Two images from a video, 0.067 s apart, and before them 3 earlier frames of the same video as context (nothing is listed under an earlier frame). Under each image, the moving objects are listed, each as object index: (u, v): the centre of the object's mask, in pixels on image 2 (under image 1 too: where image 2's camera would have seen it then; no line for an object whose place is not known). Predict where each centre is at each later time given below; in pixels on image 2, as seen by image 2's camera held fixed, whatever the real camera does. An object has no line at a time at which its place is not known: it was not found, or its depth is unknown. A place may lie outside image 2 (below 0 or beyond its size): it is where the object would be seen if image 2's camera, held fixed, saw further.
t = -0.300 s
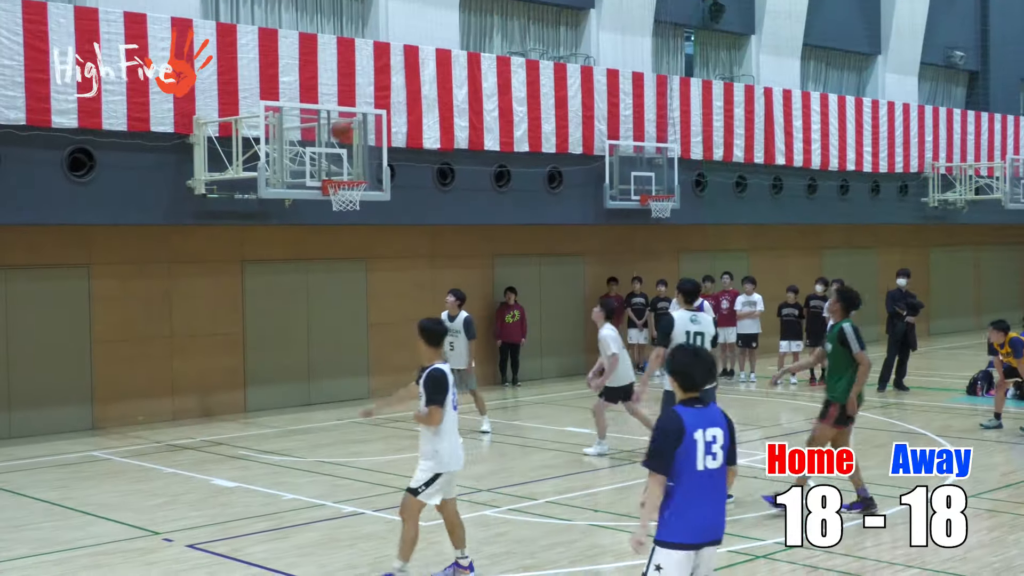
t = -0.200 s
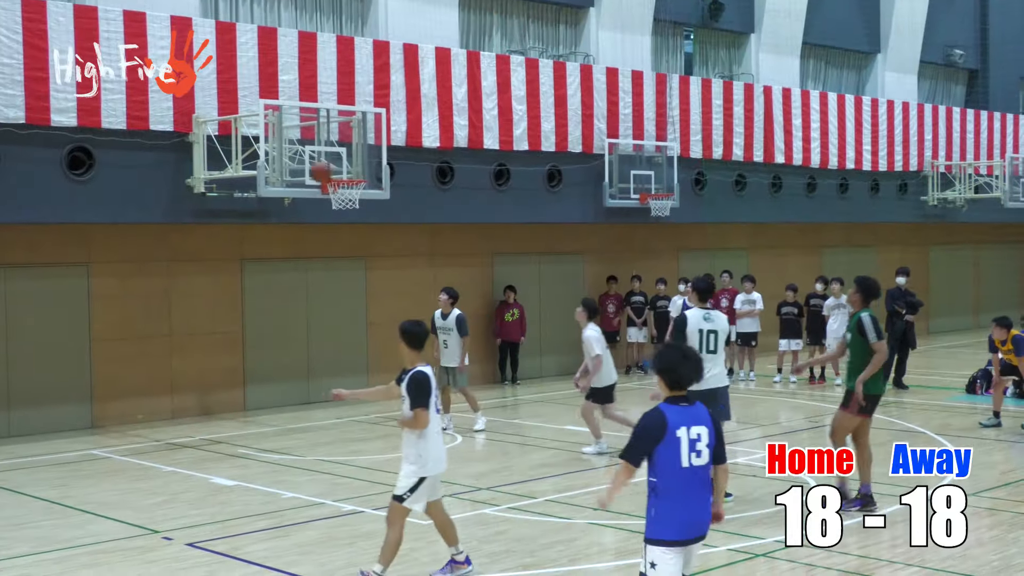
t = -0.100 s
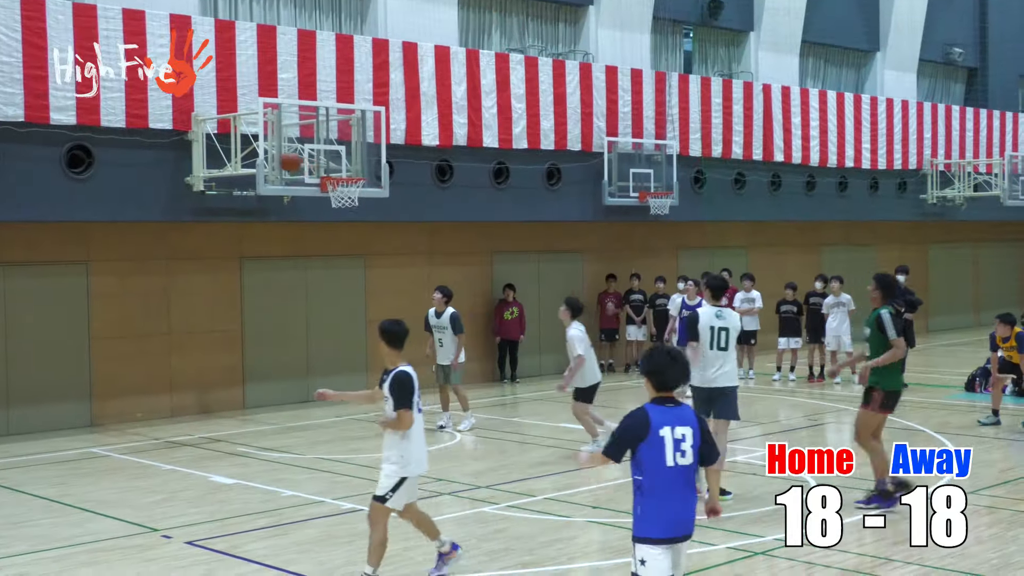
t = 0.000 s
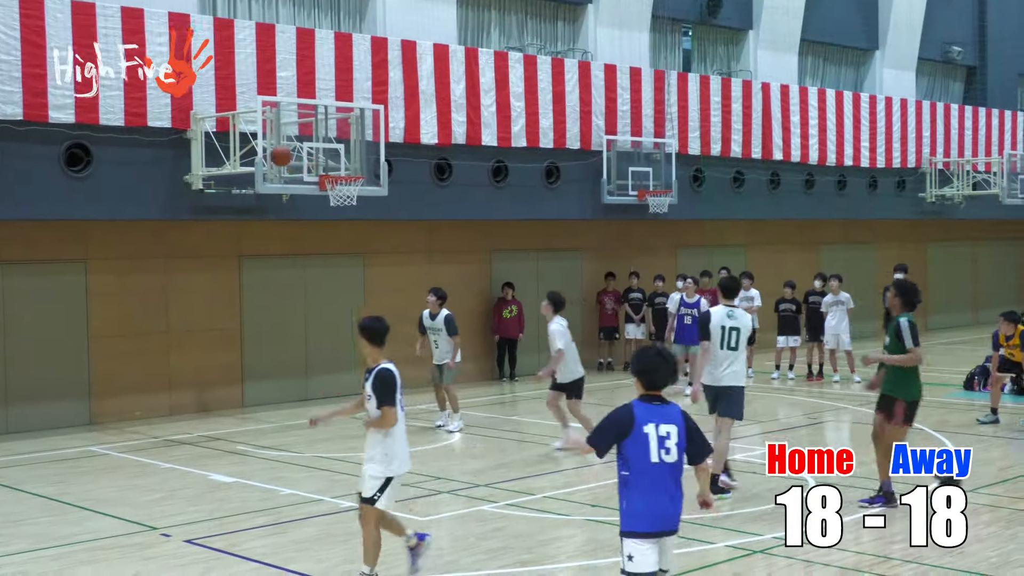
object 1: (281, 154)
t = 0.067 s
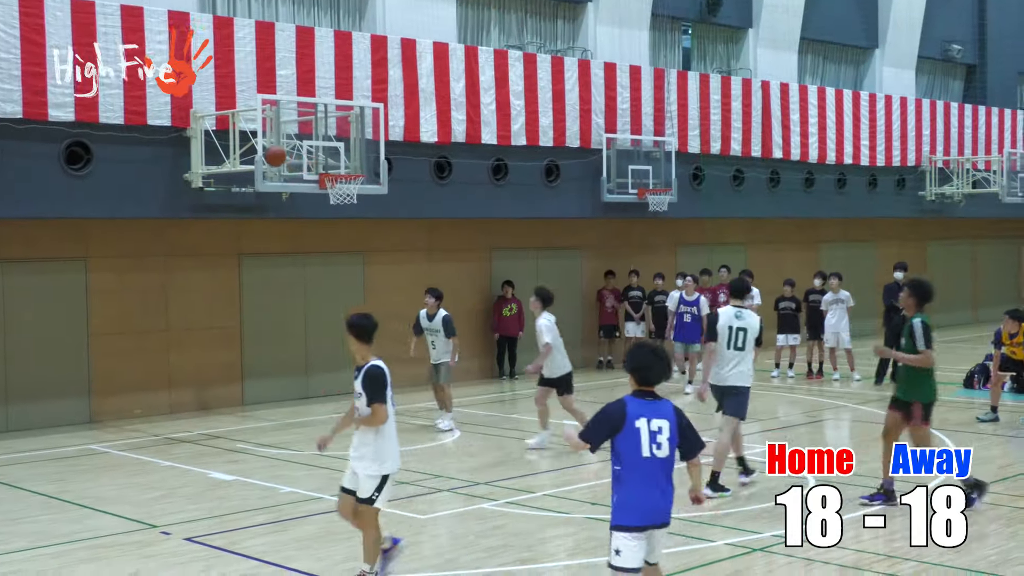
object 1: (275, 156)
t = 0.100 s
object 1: (272, 159)
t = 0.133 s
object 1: (269, 162)
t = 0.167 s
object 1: (266, 167)
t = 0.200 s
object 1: (263, 172)
